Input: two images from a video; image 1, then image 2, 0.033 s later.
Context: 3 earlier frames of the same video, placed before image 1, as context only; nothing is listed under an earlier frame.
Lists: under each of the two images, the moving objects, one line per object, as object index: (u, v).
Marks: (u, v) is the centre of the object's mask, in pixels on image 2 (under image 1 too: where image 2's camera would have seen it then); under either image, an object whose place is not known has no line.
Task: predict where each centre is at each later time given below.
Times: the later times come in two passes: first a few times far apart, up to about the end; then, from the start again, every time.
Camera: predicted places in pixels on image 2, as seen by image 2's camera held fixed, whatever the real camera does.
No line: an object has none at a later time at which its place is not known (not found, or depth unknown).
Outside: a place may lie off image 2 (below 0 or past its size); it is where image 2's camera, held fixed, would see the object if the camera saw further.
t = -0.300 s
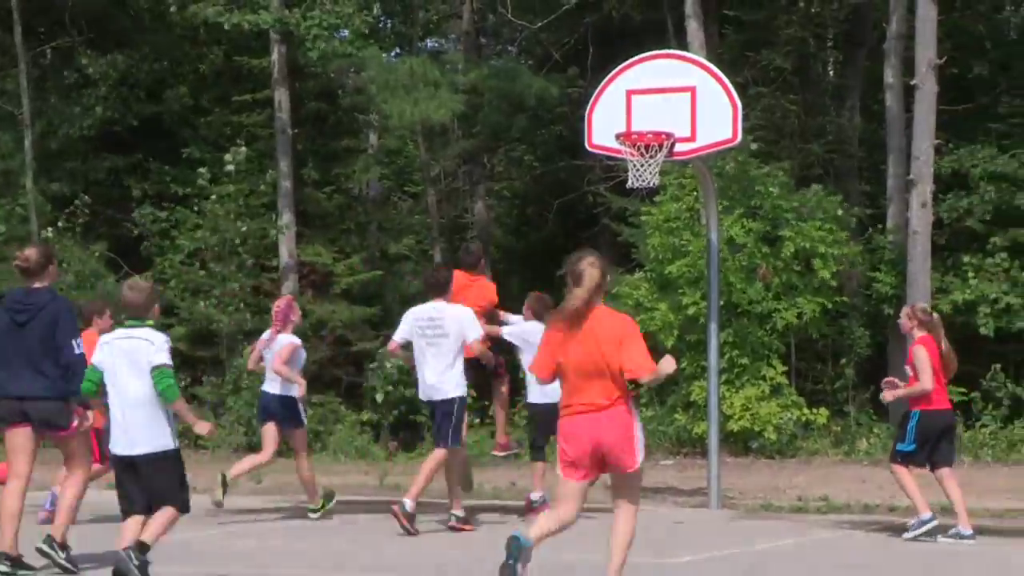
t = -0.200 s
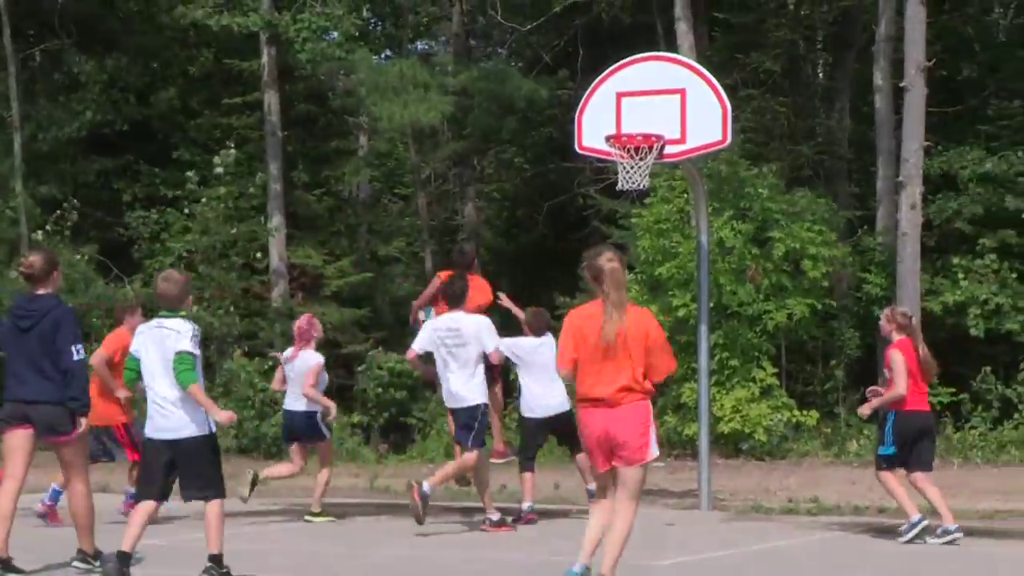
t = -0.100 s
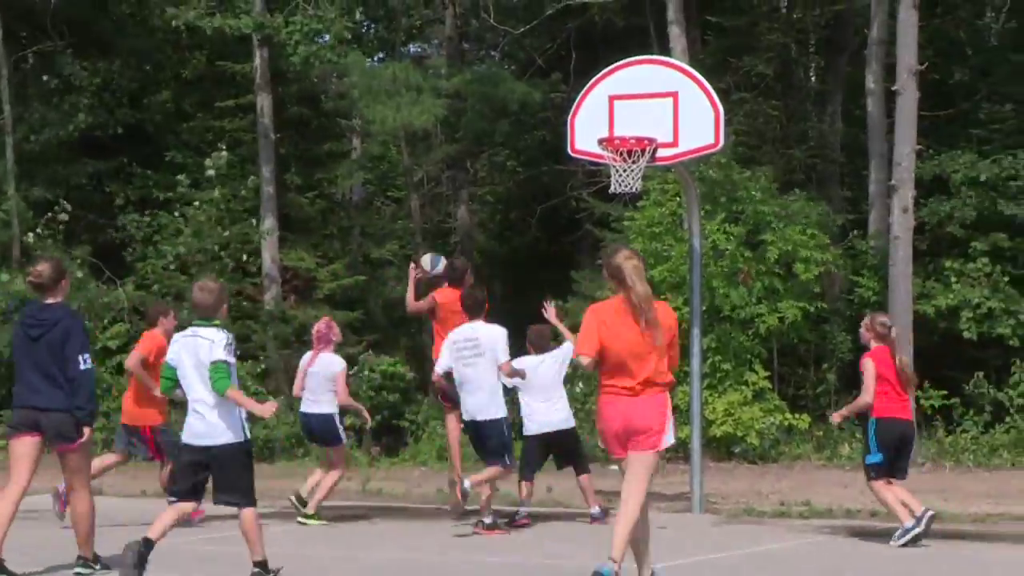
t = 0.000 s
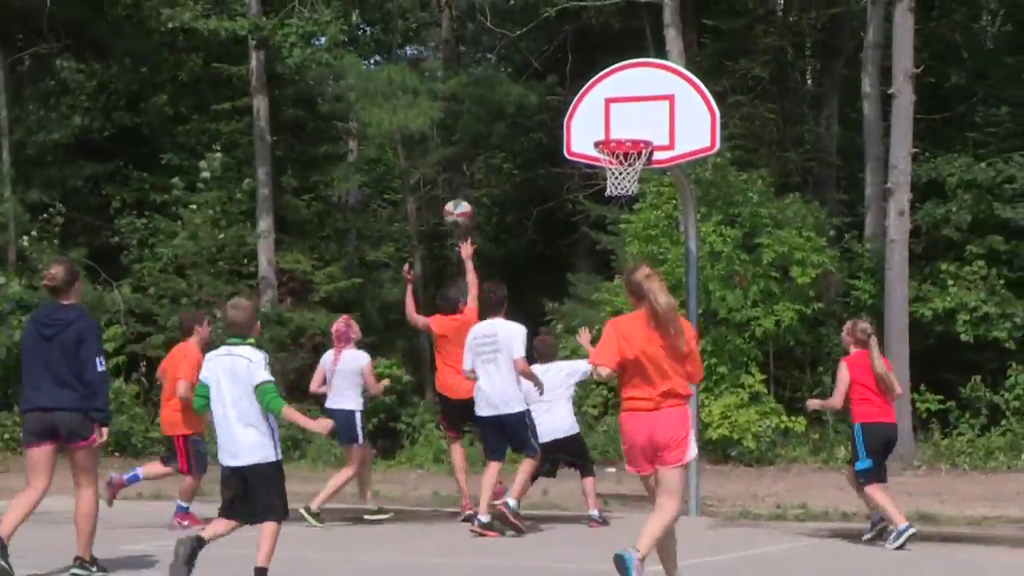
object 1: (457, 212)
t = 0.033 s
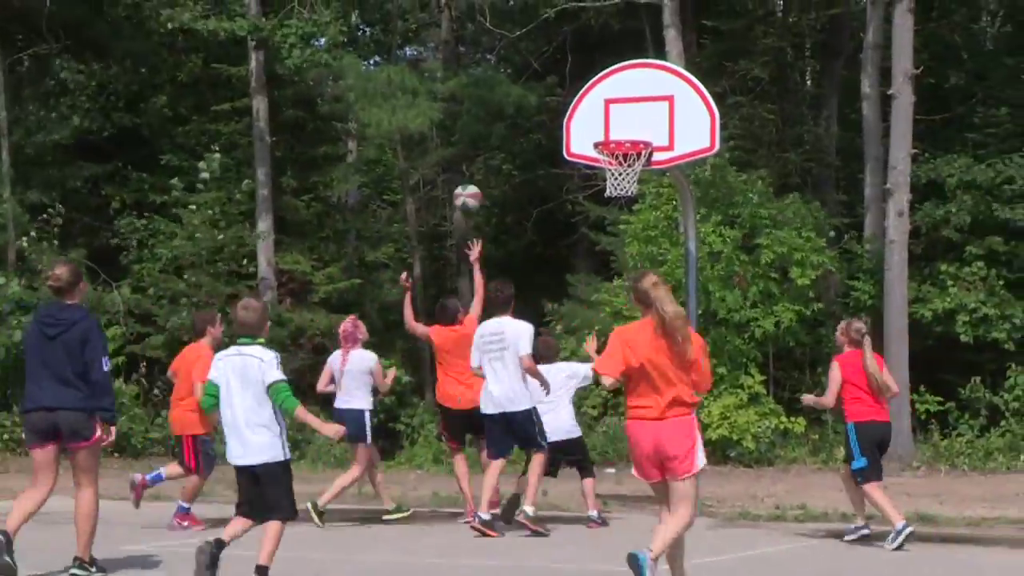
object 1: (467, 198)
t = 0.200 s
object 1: (516, 140)
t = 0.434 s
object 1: (582, 114)
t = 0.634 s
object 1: (611, 128)
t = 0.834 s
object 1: (622, 175)
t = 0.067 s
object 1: (477, 182)
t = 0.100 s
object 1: (487, 171)
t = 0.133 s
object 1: (497, 159)
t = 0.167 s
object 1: (506, 149)
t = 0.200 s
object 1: (516, 140)
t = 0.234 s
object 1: (525, 131)
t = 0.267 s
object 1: (535, 125)
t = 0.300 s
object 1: (545, 121)
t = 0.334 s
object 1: (554, 116)
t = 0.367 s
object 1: (563, 114)
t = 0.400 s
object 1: (572, 113)
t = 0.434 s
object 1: (582, 114)
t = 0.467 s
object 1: (592, 116)
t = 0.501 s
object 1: (600, 118)
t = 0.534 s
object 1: (605, 120)
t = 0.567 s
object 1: (607, 122)
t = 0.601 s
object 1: (610, 124)
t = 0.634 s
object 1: (611, 128)
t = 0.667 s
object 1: (613, 131)
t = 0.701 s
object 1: (615, 134)
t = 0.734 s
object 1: (617, 154)
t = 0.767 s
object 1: (619, 157)
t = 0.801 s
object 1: (621, 170)
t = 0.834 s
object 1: (622, 175)
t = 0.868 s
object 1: (622, 180)
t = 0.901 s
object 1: (621, 191)
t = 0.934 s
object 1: (621, 195)
